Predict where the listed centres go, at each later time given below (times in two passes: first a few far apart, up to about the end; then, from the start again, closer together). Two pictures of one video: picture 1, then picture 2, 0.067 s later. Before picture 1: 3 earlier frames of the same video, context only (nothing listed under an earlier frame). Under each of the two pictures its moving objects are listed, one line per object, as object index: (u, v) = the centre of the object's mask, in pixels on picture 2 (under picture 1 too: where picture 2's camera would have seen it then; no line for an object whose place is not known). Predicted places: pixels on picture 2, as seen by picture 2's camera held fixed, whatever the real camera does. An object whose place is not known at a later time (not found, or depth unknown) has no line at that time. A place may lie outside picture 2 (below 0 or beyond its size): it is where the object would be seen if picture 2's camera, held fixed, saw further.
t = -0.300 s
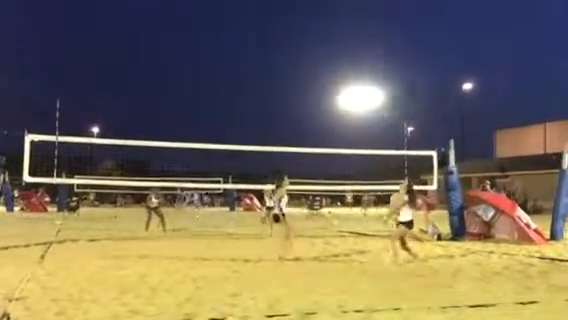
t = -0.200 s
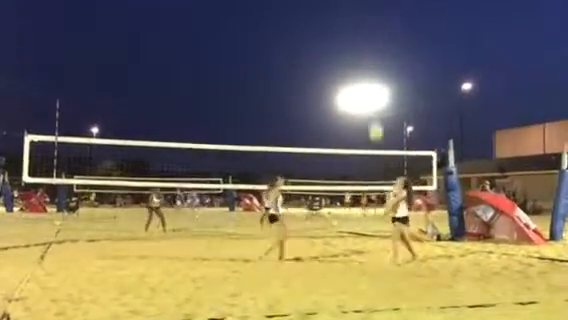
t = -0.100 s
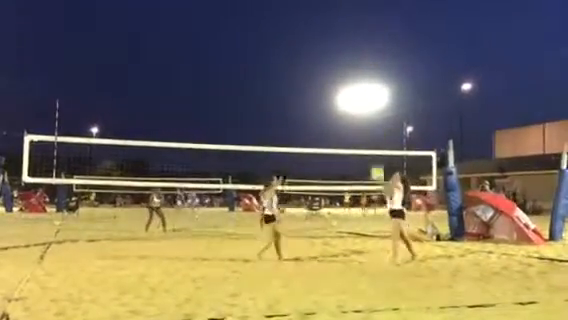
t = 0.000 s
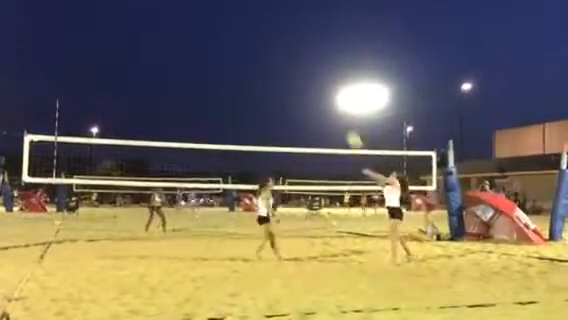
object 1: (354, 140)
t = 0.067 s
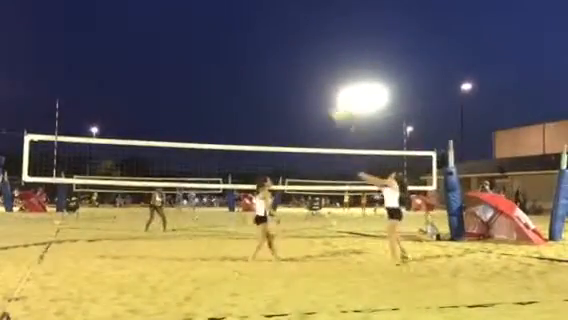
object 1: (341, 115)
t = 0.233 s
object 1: (301, 65)
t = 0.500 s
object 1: (249, 27)
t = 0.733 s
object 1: (211, 22)
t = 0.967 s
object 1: (178, 41)
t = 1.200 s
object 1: (151, 77)
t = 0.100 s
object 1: (329, 103)
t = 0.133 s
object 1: (324, 92)
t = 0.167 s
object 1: (314, 83)
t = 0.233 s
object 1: (301, 65)
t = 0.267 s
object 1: (293, 58)
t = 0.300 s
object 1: (286, 51)
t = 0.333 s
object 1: (280, 46)
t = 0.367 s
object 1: (274, 41)
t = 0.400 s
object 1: (267, 36)
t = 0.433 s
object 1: (261, 33)
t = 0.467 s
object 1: (255, 29)
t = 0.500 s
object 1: (249, 27)
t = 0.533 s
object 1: (243, 24)
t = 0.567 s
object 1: (238, 22)
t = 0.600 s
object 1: (232, 21)
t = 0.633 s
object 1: (227, 21)
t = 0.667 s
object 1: (221, 21)
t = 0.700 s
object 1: (216, 22)
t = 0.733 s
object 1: (211, 22)
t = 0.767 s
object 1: (206, 24)
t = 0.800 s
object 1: (201, 25)
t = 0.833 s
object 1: (196, 28)
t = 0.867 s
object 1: (192, 30)
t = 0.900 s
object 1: (187, 33)
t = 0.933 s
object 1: (183, 37)
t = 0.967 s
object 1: (178, 41)
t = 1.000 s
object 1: (175, 45)
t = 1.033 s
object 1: (170, 49)
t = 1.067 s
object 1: (167, 54)
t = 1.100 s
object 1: (162, 60)
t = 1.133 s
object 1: (159, 65)
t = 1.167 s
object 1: (155, 71)
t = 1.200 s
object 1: (151, 77)
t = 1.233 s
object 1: (148, 84)
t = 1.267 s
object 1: (144, 91)
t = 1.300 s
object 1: (140, 98)
